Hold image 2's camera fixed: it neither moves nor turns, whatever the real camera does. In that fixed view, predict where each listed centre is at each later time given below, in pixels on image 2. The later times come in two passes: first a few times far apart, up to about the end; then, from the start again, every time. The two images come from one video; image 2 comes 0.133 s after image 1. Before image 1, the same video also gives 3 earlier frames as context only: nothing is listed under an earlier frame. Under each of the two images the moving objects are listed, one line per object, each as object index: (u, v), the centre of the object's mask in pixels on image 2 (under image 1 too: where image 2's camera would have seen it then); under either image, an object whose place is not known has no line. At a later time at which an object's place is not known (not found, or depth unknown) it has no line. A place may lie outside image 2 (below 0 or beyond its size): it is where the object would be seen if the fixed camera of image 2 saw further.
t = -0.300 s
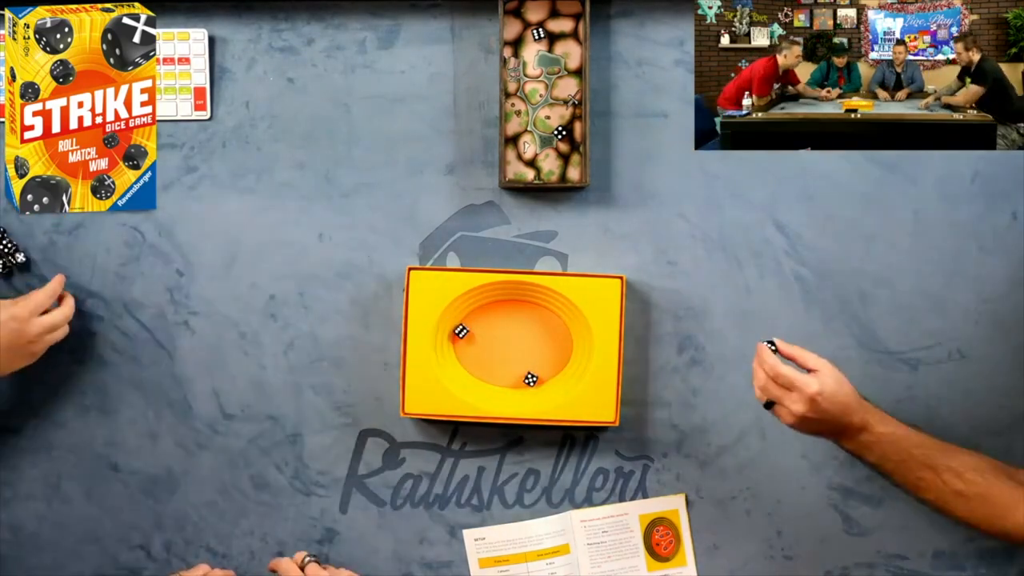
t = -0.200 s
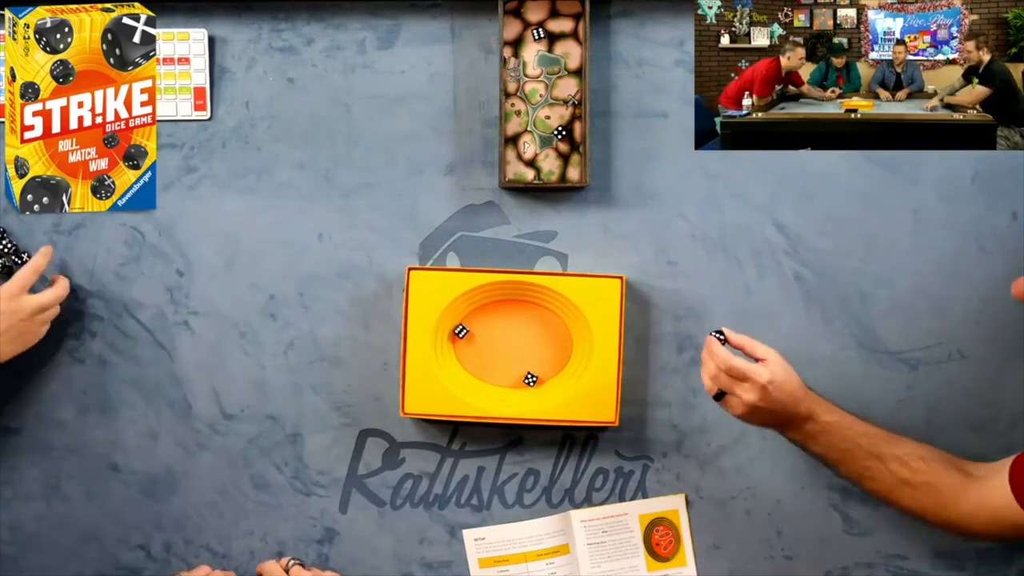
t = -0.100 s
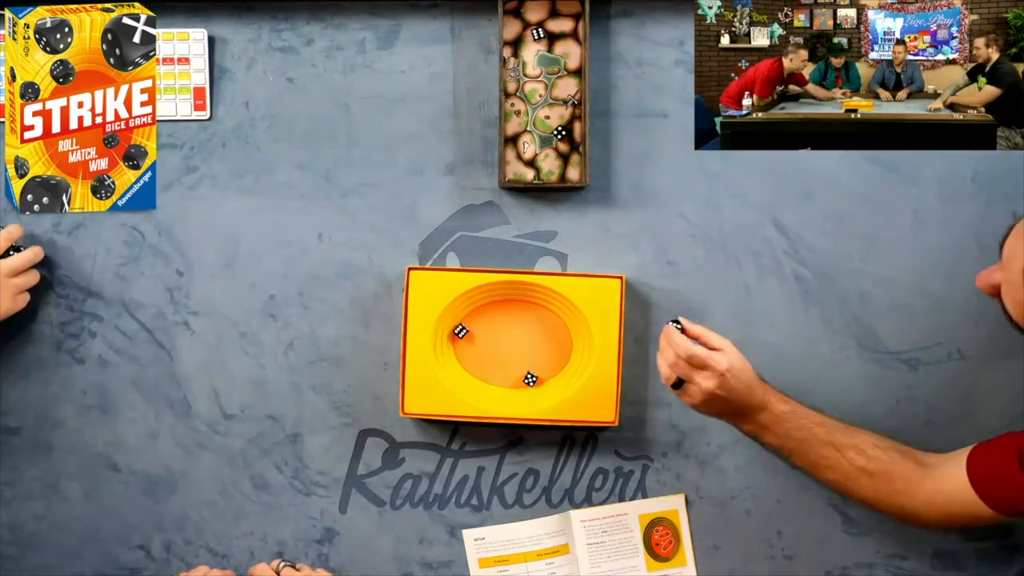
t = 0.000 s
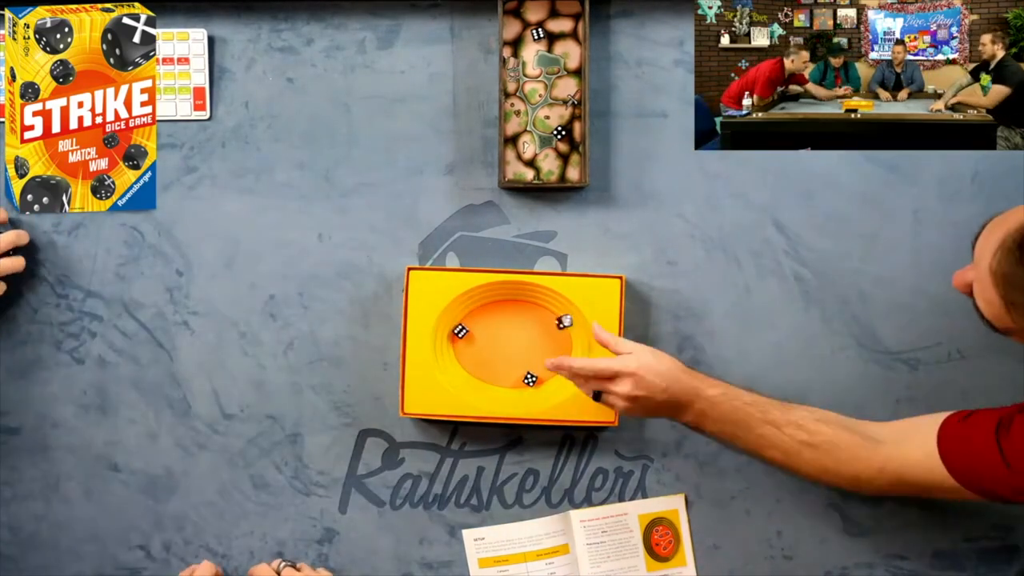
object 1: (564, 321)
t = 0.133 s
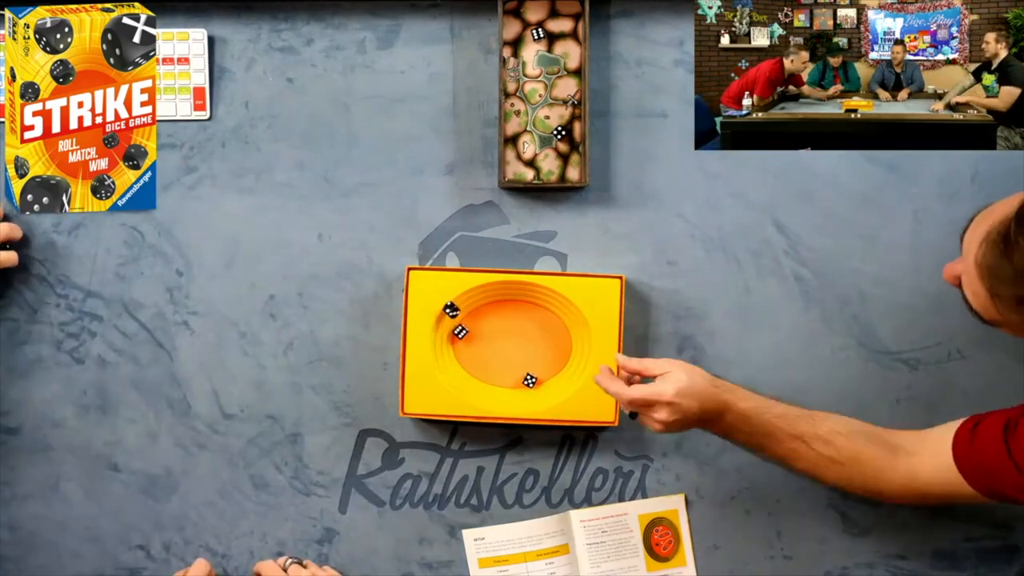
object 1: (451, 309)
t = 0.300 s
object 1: (405, 346)
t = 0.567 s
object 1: (381, 367)
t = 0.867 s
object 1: (353, 342)
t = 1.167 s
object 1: (347, 329)
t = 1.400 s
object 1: (345, 328)
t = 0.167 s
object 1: (441, 317)
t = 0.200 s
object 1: (431, 326)
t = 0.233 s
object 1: (423, 333)
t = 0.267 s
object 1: (414, 339)
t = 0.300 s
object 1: (405, 346)
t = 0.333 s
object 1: (402, 352)
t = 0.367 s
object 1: (400, 357)
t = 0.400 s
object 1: (397, 361)
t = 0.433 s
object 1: (395, 364)
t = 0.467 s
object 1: (391, 364)
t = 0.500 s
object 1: (389, 365)
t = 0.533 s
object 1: (389, 366)
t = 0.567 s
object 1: (381, 367)
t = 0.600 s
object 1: (374, 369)
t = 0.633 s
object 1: (369, 369)
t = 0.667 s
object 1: (368, 371)
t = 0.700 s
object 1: (366, 365)
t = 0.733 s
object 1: (365, 359)
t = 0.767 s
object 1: (360, 354)
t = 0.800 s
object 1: (357, 352)
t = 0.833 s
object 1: (355, 348)
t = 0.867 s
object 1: (353, 342)
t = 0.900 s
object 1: (353, 339)
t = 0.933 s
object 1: (350, 334)
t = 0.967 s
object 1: (347, 333)
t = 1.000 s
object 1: (348, 333)
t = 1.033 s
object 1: (348, 332)
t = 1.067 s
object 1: (348, 331)
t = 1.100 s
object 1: (347, 331)
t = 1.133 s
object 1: (347, 330)
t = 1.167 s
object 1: (347, 329)
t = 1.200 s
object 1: (344, 327)
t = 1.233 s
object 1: (344, 326)
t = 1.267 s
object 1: (345, 328)
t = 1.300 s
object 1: (345, 328)
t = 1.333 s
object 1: (345, 327)
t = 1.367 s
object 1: (345, 328)
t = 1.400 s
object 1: (345, 328)
